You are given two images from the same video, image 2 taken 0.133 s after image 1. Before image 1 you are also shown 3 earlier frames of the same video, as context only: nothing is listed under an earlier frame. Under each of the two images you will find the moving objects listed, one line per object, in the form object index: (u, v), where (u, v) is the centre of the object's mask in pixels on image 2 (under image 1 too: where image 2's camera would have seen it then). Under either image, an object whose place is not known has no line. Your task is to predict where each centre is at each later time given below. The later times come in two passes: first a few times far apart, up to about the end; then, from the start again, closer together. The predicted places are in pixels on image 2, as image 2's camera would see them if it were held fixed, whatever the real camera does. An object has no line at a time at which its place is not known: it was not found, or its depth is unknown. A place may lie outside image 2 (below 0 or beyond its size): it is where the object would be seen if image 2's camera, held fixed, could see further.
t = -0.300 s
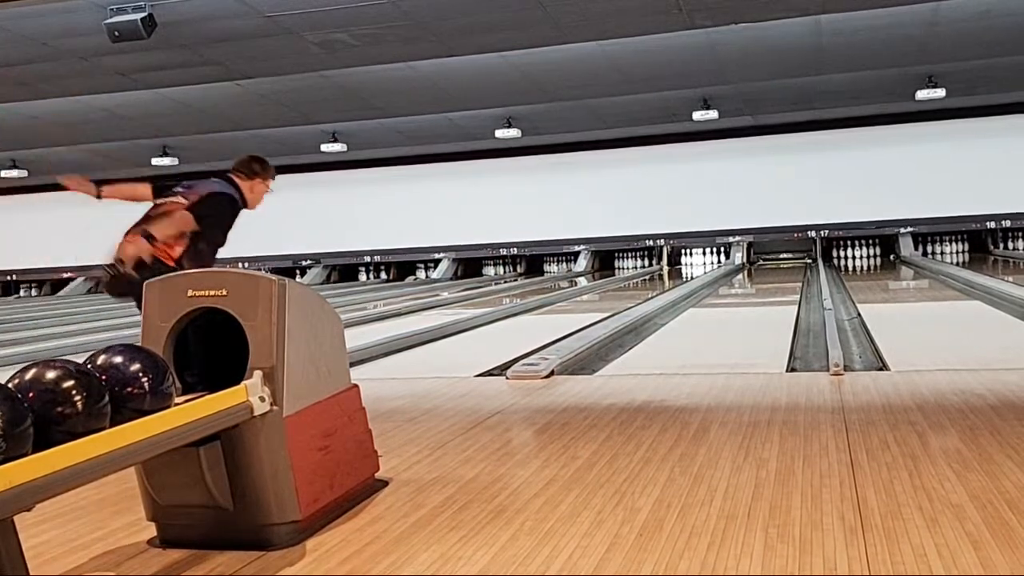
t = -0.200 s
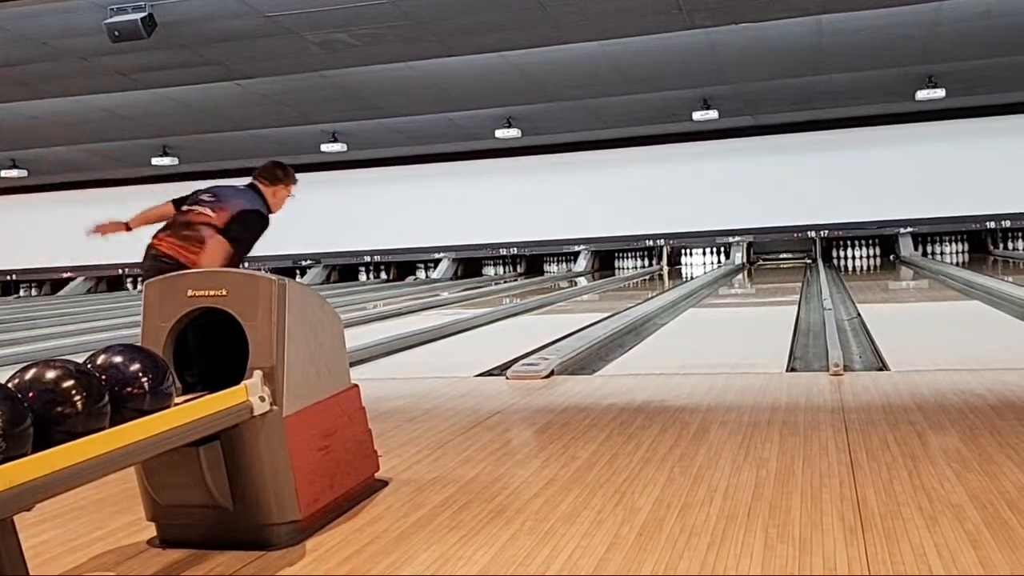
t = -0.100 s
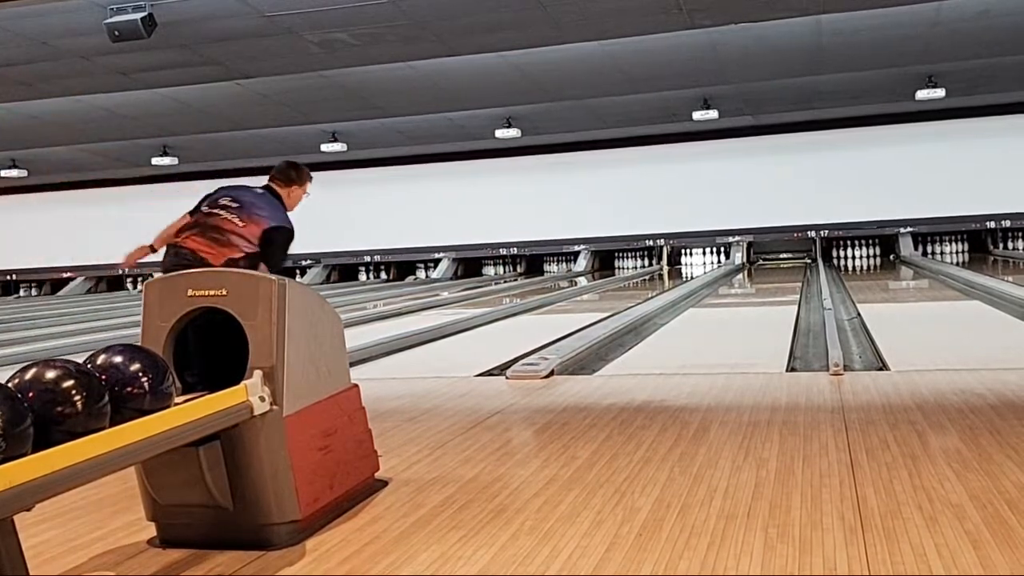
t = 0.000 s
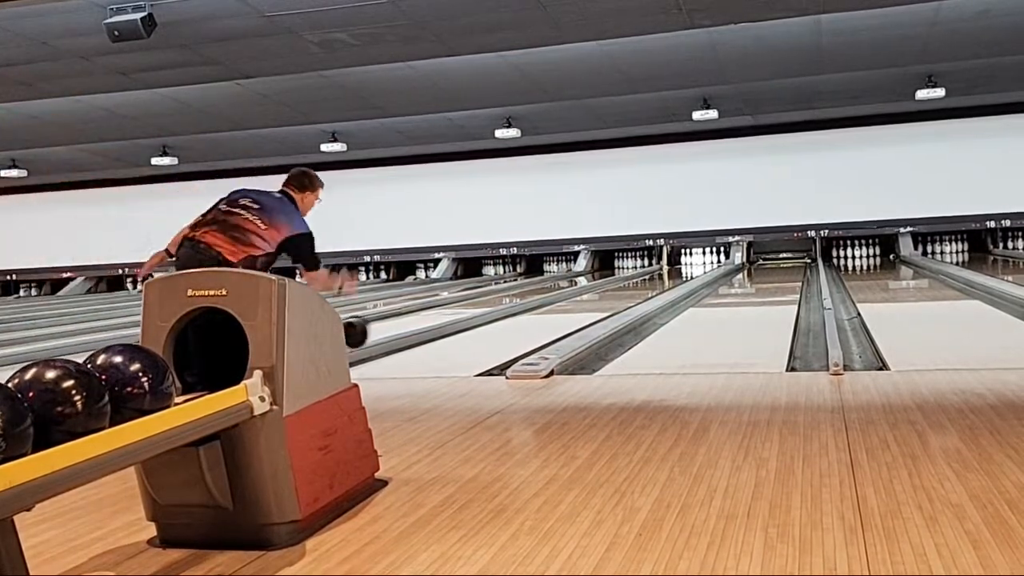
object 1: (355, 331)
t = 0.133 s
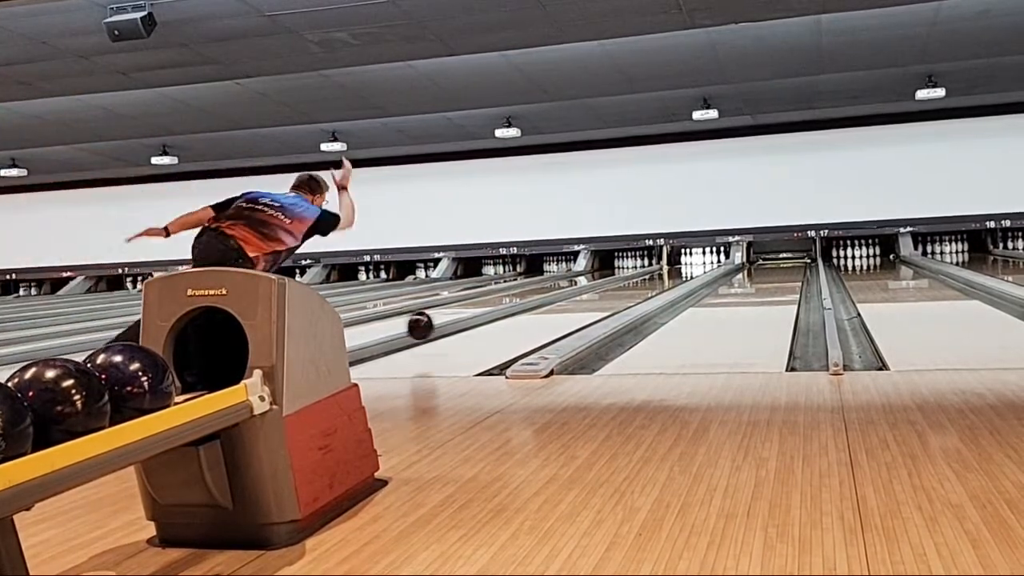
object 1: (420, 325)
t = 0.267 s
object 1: (471, 325)
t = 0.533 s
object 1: (543, 307)
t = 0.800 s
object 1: (593, 294)
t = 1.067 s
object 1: (628, 285)
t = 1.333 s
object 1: (654, 278)
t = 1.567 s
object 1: (671, 273)
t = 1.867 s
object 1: (688, 270)
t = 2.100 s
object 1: (696, 265)
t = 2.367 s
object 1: (699, 263)
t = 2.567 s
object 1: (699, 261)
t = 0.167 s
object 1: (434, 327)
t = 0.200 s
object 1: (447, 330)
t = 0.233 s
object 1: (460, 328)
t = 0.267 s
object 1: (471, 325)
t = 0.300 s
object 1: (482, 321)
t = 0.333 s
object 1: (492, 320)
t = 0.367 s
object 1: (502, 317)
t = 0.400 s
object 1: (511, 315)
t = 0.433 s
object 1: (520, 312)
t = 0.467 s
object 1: (528, 310)
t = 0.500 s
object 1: (535, 308)
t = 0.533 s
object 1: (543, 307)
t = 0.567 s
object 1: (550, 305)
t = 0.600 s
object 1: (557, 303)
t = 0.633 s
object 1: (564, 302)
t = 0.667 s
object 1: (570, 300)
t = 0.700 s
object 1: (576, 298)
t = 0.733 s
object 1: (582, 297)
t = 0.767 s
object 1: (587, 296)
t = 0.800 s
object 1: (593, 294)
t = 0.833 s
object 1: (598, 293)
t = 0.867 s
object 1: (603, 292)
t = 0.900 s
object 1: (607, 290)
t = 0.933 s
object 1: (612, 289)
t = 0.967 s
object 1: (616, 288)
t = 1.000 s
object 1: (620, 287)
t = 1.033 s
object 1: (624, 286)
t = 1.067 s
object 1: (628, 285)
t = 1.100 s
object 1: (632, 284)
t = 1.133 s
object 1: (635, 283)
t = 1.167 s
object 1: (639, 282)
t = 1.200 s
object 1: (642, 281)
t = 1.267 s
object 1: (648, 280)
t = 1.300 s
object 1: (652, 279)
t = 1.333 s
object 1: (654, 278)
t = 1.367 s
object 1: (656, 277)
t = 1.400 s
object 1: (660, 276)
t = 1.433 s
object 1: (662, 276)
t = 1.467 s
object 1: (664, 275)
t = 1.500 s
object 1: (665, 275)
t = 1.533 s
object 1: (669, 273)
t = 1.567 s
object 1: (671, 273)
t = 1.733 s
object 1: (681, 270)
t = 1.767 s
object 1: (685, 271)
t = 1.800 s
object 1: (686, 270)
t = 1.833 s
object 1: (687, 270)
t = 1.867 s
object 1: (688, 270)
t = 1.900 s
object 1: (689, 269)
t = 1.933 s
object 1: (691, 267)
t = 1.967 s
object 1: (693, 268)
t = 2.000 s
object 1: (694, 266)
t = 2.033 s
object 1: (695, 266)
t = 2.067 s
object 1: (695, 266)
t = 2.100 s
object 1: (696, 265)
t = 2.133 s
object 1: (697, 265)
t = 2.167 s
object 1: (698, 264)
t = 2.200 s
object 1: (698, 264)
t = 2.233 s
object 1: (698, 264)
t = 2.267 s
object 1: (699, 264)
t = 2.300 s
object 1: (699, 263)
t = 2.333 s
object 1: (699, 263)
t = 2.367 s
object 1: (699, 263)
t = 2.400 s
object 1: (699, 263)
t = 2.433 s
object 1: (699, 263)
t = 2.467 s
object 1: (699, 262)
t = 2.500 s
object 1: (699, 262)
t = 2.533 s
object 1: (699, 262)
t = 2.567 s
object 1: (699, 261)
